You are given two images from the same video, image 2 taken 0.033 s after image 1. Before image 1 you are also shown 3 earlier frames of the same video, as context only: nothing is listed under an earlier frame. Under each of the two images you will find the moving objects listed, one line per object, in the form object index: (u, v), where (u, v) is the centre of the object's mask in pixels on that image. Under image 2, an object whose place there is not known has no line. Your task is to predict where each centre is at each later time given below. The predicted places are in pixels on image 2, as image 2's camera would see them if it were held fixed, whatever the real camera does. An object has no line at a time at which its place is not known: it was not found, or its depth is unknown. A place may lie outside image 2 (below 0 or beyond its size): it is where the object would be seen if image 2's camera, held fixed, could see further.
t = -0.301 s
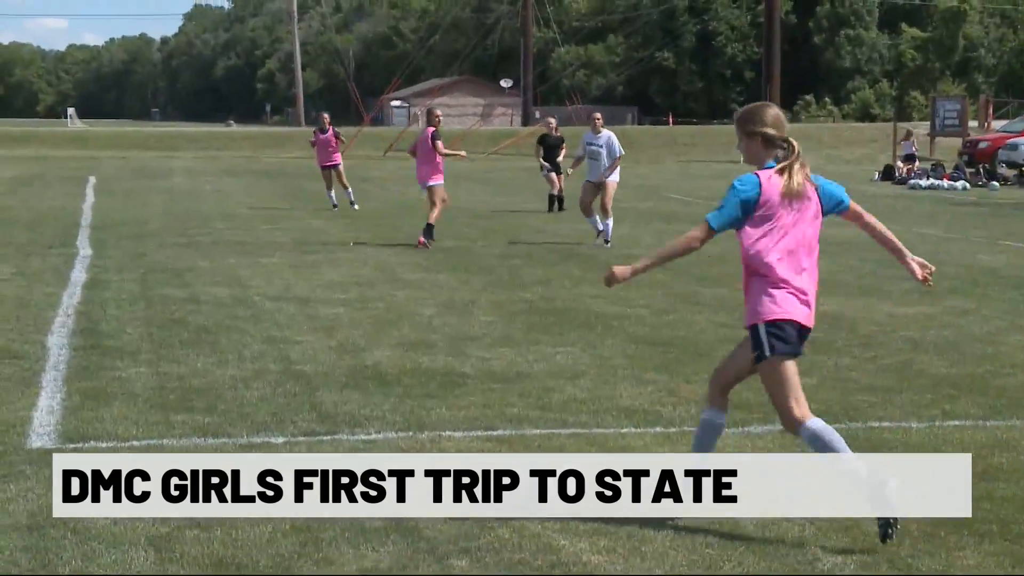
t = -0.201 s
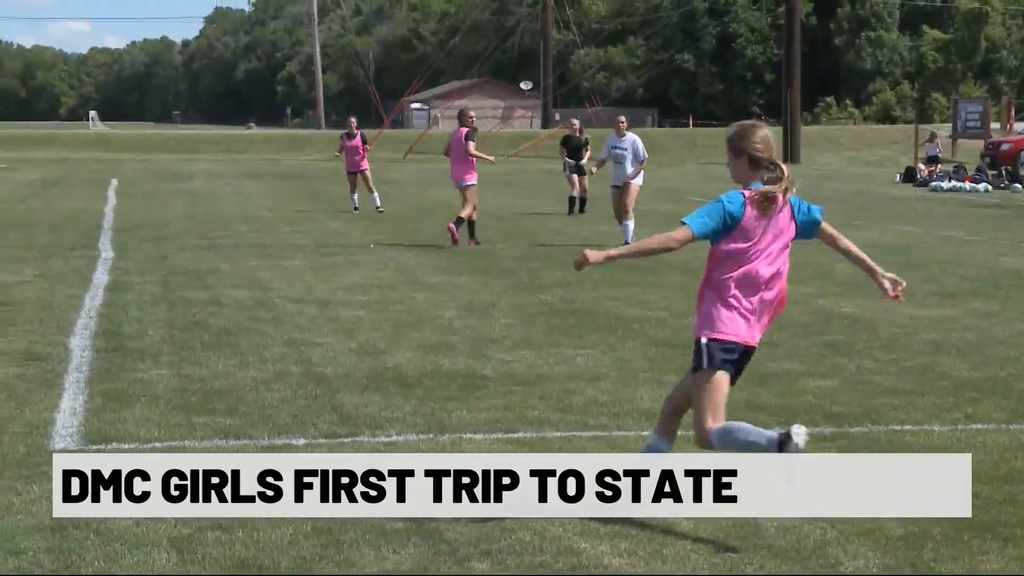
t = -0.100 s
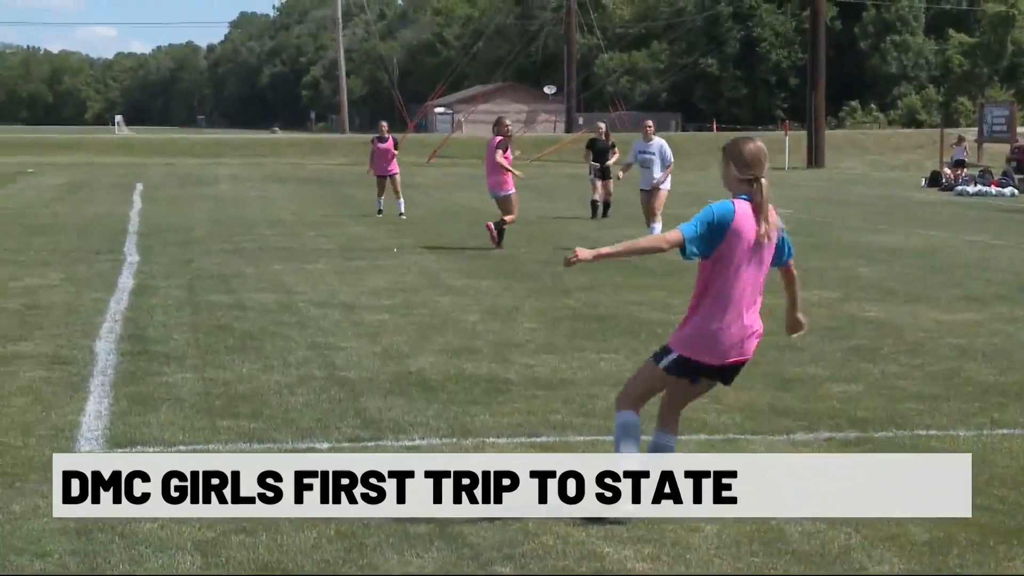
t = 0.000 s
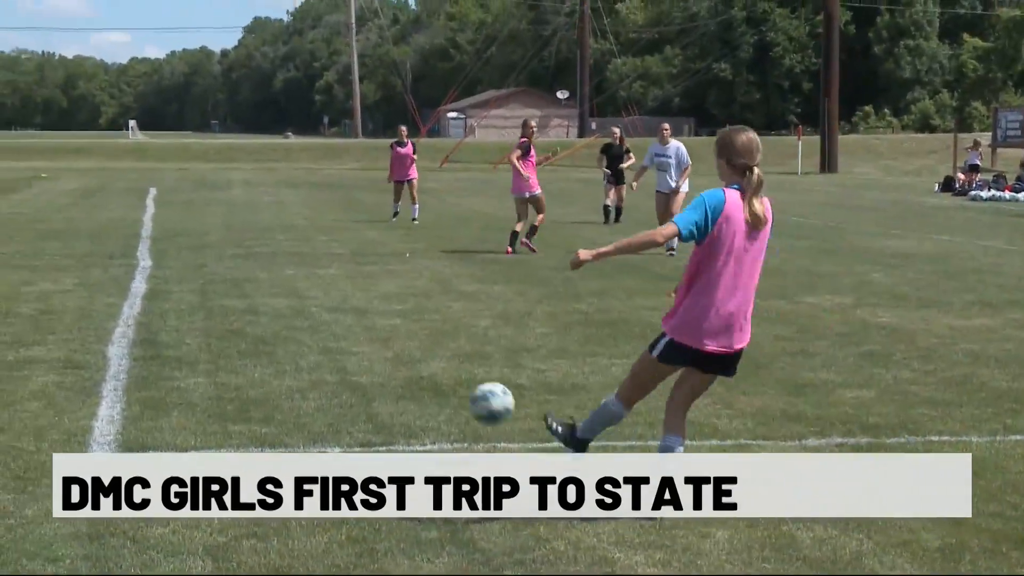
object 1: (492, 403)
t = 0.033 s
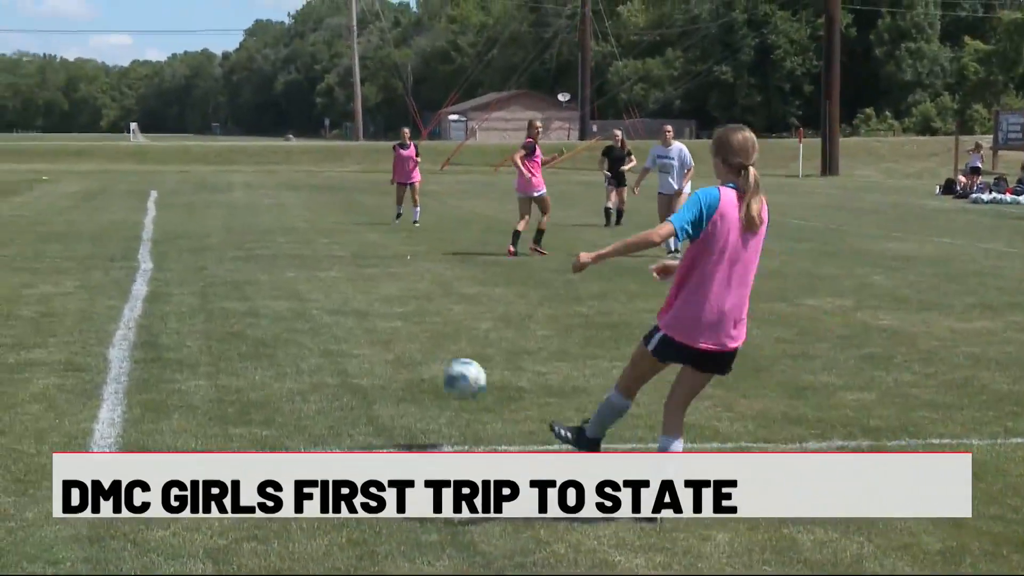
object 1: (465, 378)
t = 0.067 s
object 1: (439, 356)
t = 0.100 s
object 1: (417, 337)
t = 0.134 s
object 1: (397, 323)
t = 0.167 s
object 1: (379, 312)
